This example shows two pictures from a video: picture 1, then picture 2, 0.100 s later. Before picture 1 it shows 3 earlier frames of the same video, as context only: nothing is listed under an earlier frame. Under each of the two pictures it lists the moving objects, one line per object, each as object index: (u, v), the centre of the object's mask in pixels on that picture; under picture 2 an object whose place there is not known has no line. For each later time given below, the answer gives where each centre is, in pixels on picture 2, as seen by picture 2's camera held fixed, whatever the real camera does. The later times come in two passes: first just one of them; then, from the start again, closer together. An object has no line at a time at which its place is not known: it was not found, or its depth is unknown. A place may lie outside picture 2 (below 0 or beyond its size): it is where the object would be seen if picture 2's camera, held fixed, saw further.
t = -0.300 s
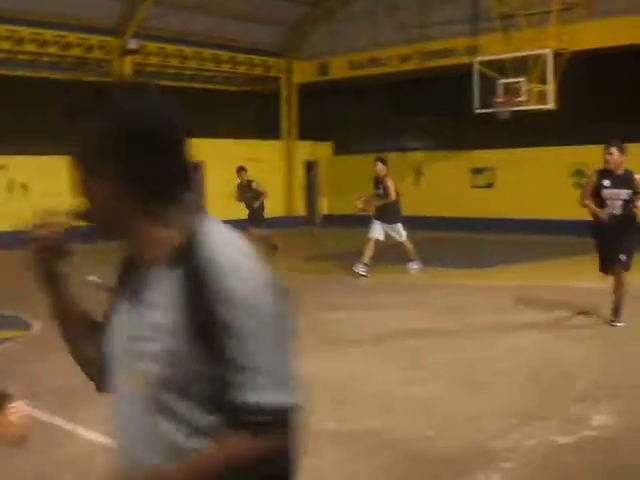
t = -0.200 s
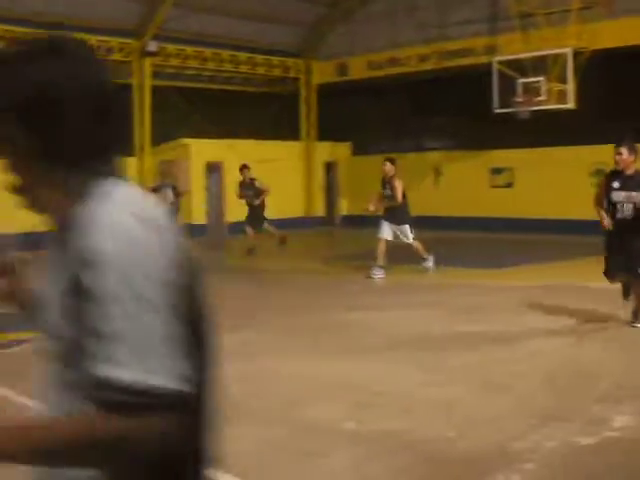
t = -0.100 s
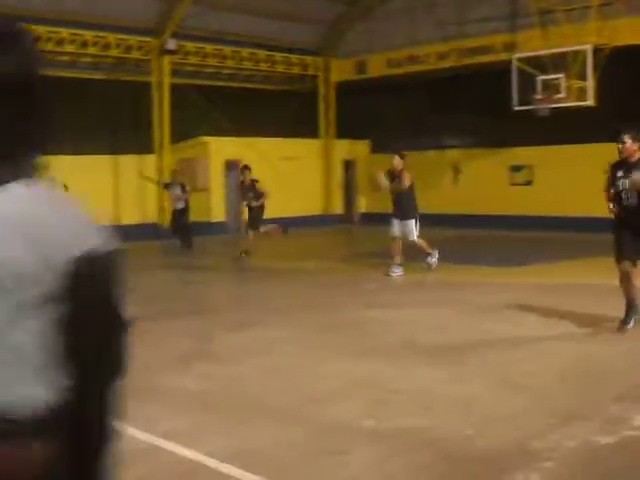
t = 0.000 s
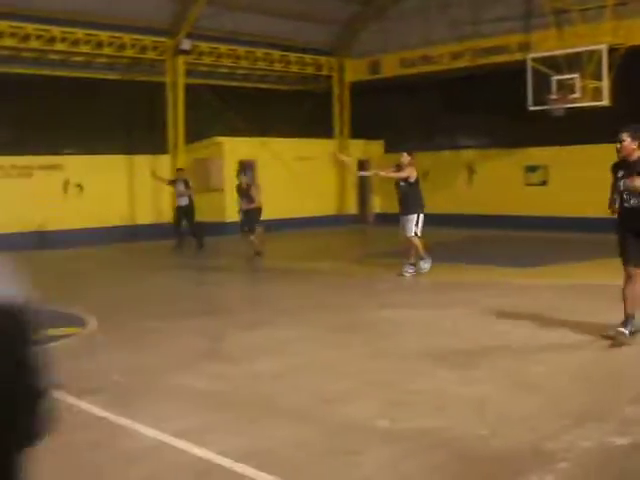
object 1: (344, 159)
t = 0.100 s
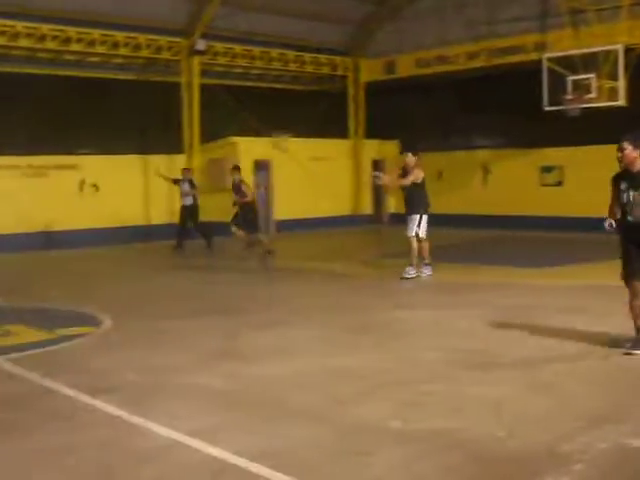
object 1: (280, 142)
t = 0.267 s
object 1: (152, 122)
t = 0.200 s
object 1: (208, 127)
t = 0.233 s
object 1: (178, 124)
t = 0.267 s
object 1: (152, 122)
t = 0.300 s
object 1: (127, 121)
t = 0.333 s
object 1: (95, 120)
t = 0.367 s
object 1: (66, 121)
